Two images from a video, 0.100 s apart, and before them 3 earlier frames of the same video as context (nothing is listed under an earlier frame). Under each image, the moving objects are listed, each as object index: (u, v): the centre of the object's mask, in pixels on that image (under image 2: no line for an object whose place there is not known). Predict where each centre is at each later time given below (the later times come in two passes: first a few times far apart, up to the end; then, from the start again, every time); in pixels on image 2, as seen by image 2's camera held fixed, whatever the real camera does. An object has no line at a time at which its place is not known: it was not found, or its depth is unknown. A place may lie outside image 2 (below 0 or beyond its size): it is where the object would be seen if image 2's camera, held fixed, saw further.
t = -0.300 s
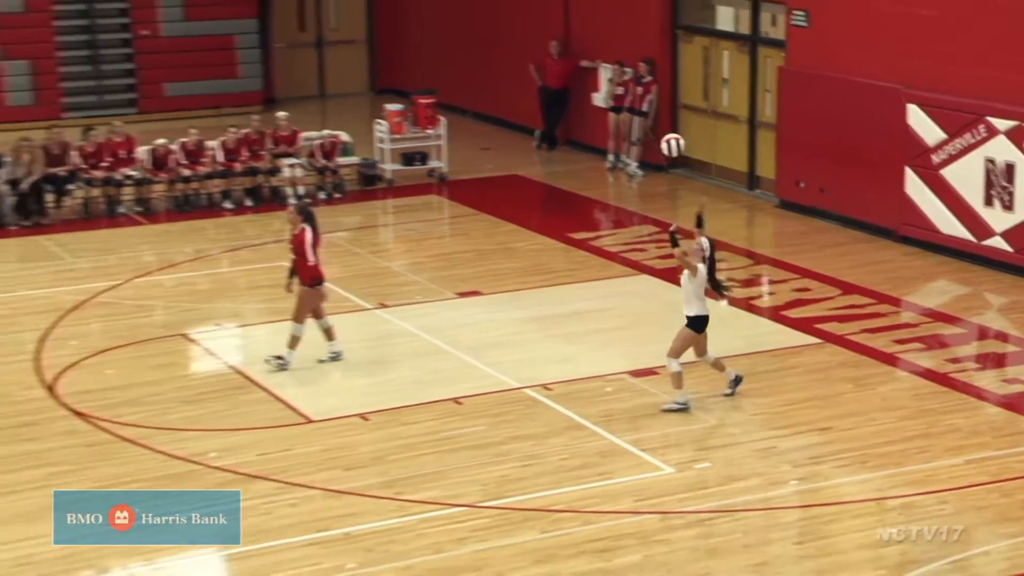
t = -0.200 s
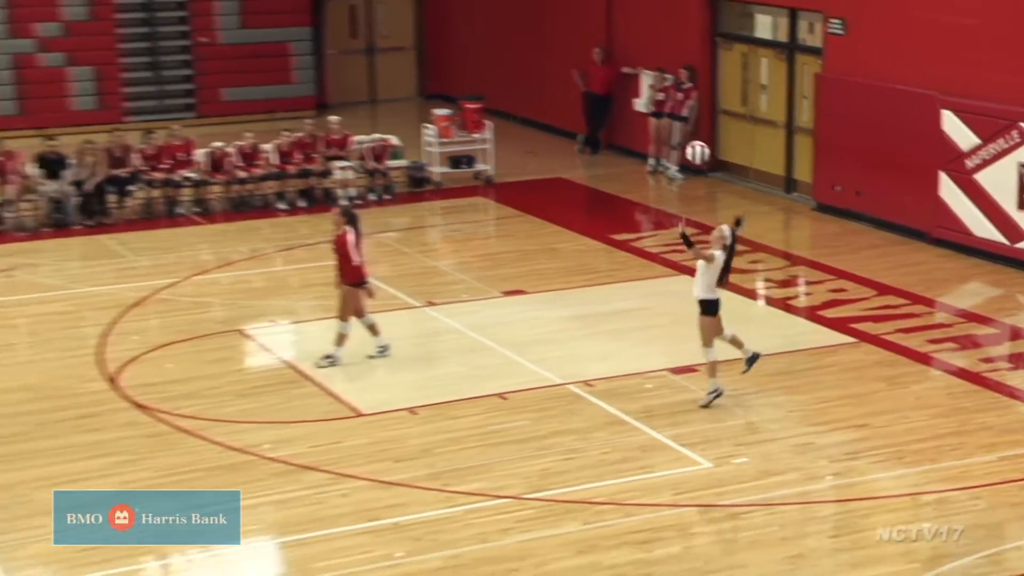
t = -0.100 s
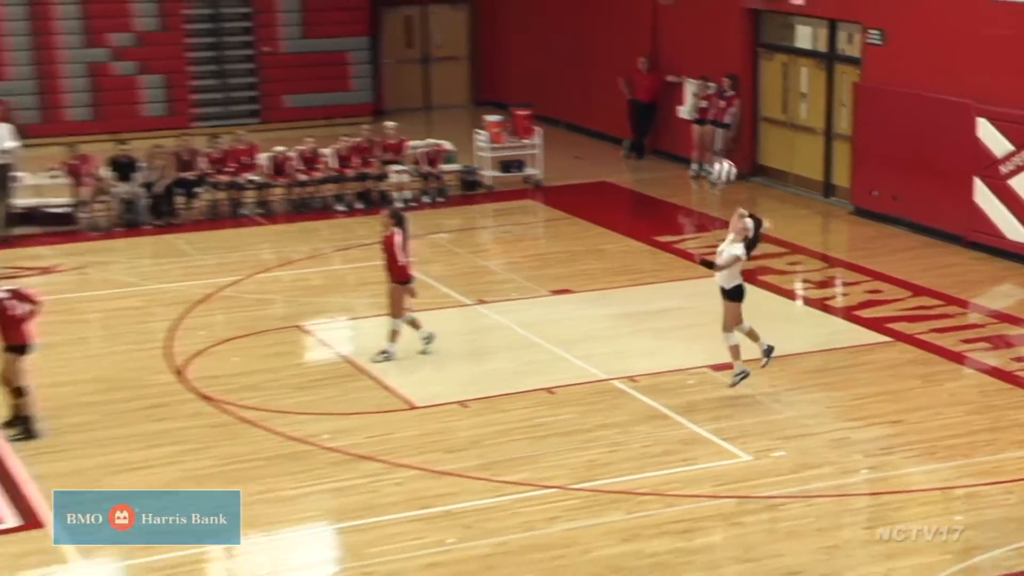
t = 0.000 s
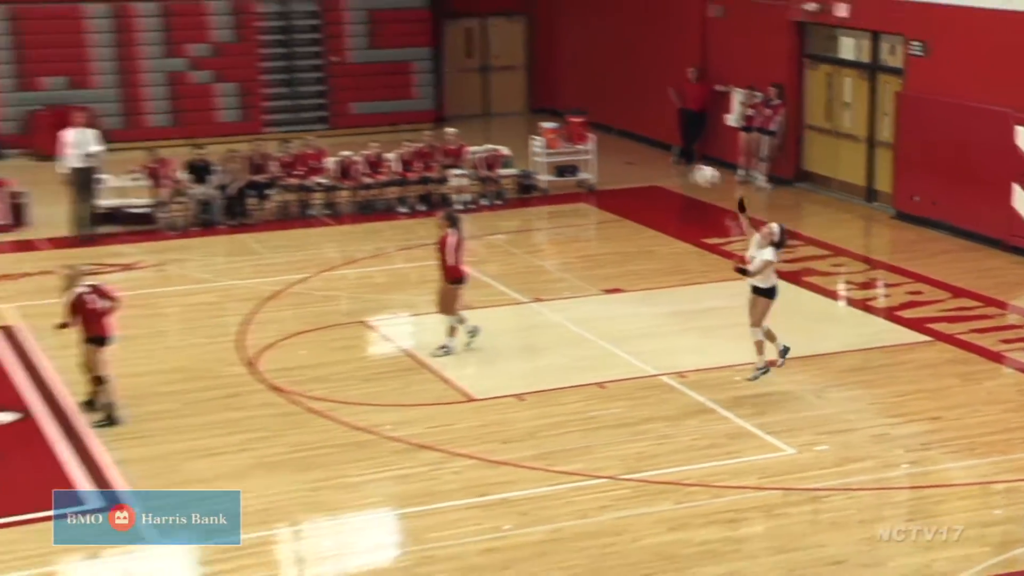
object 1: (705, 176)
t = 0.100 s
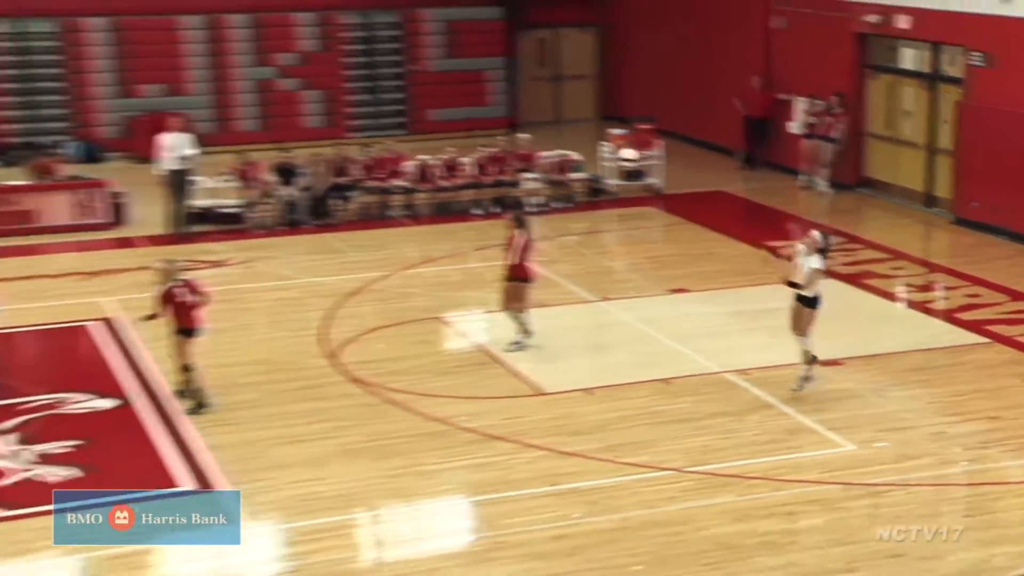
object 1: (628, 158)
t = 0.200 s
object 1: (482, 144)
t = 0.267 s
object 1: (387, 138)
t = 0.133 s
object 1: (579, 152)
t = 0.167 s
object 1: (530, 147)
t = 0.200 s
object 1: (482, 144)
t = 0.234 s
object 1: (435, 141)
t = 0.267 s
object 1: (387, 138)
